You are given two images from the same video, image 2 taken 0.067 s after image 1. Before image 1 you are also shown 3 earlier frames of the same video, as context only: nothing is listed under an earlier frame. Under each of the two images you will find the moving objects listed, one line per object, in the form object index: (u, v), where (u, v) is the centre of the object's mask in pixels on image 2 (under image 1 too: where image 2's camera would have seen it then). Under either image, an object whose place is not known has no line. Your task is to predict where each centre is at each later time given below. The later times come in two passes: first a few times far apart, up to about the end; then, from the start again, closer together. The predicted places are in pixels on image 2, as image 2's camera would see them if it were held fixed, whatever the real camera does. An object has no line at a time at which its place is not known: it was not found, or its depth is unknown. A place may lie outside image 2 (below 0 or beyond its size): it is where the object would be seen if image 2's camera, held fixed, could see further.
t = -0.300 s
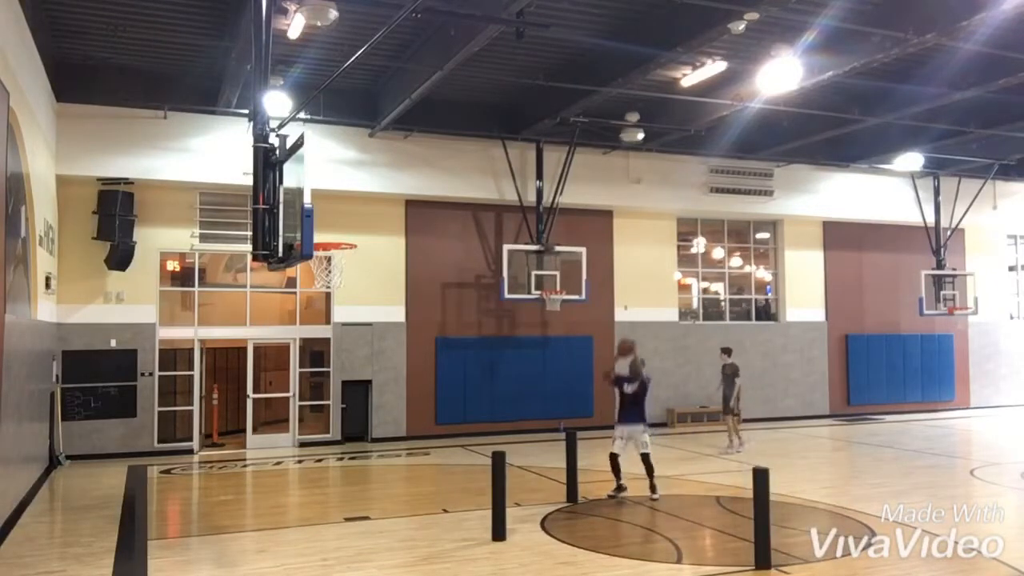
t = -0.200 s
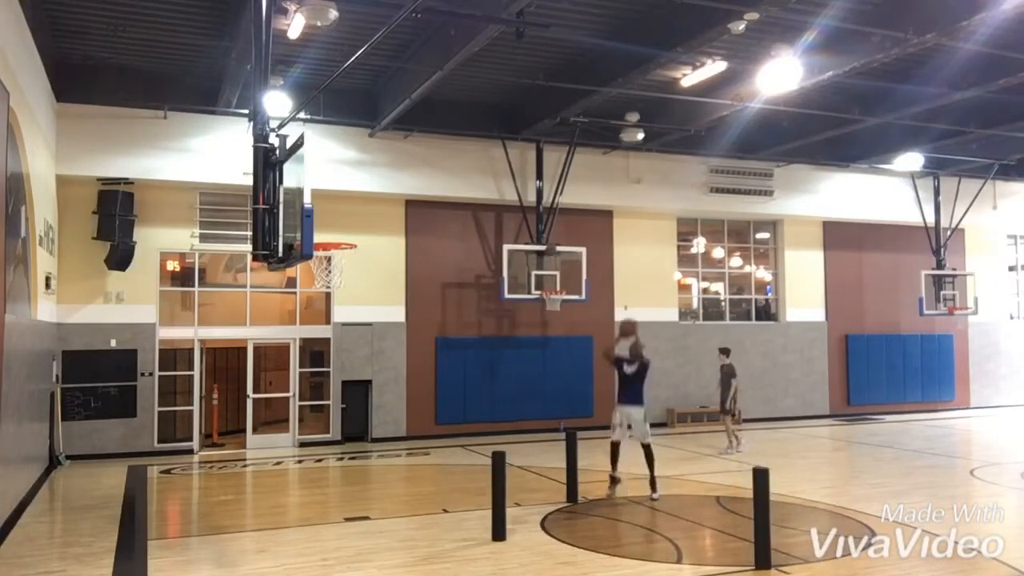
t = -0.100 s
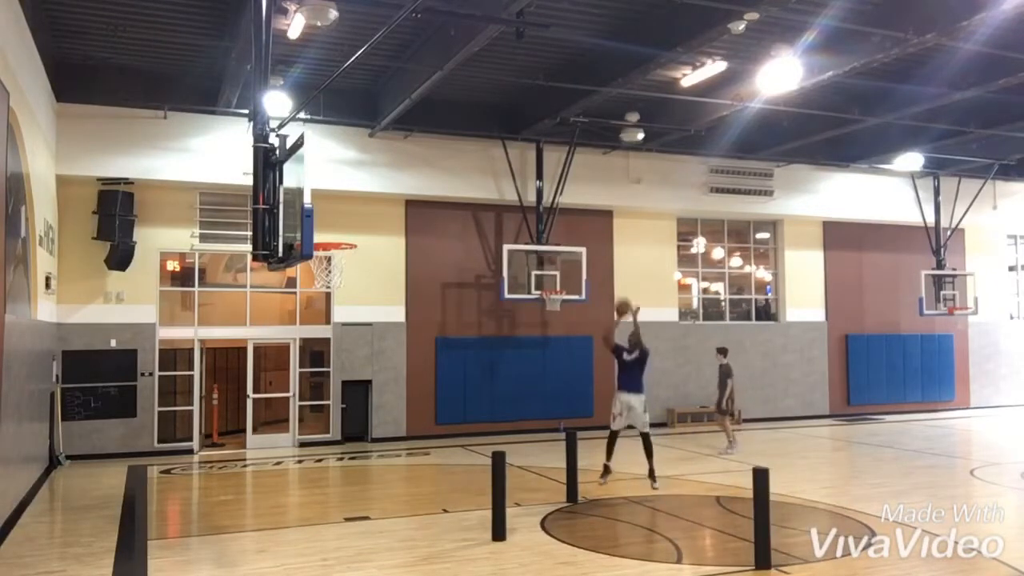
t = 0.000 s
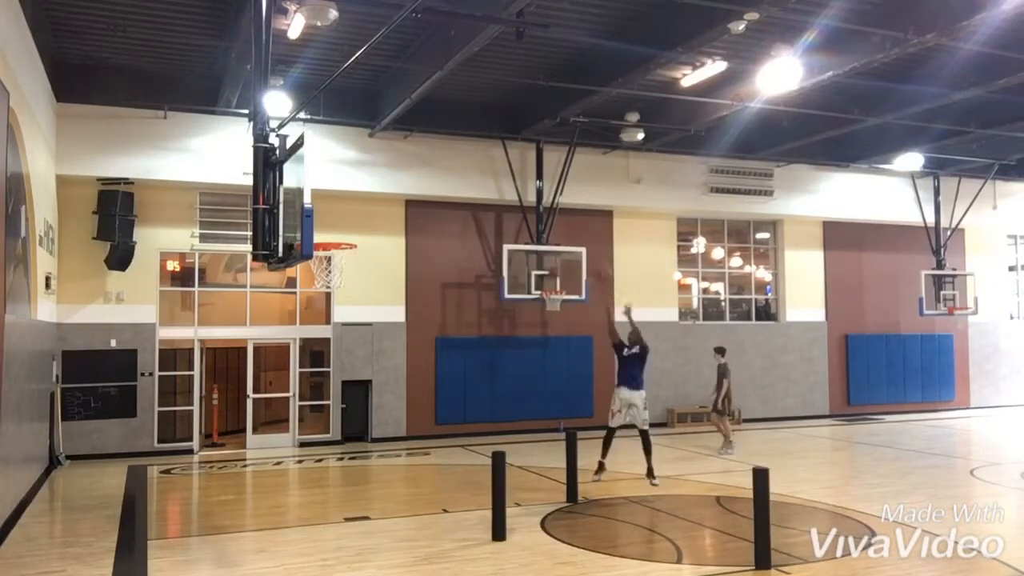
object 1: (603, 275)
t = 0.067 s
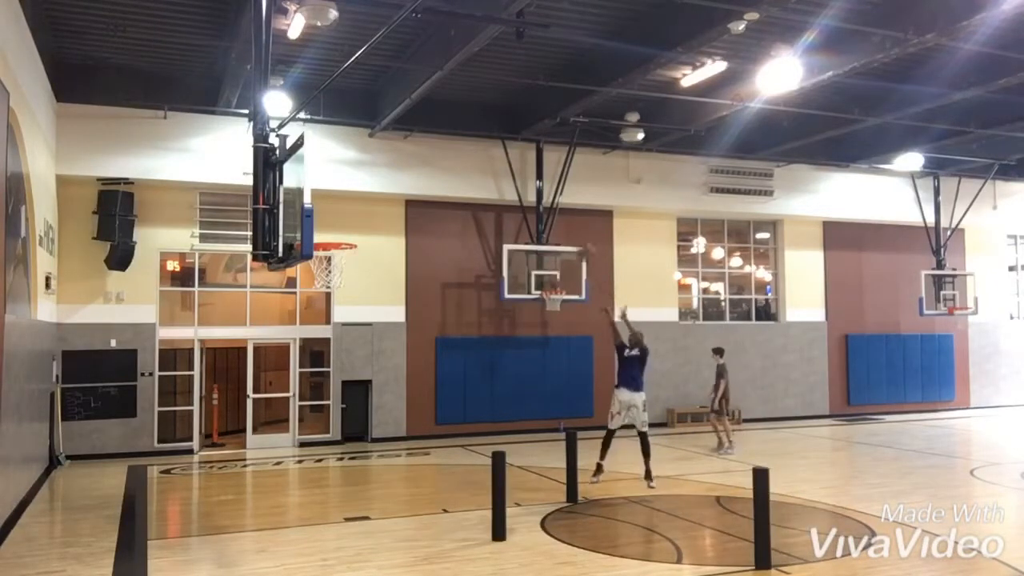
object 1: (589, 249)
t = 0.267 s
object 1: (528, 205)
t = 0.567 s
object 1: (429, 188)
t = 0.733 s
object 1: (368, 215)
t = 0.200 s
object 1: (546, 216)
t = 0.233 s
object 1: (537, 210)
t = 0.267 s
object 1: (528, 205)
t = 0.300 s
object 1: (516, 198)
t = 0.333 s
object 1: (506, 195)
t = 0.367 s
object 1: (497, 191)
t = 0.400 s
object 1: (485, 188)
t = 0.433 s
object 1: (474, 186)
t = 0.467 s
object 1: (464, 185)
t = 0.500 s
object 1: (453, 185)
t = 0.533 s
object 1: (441, 186)
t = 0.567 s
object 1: (429, 188)
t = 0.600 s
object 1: (417, 190)
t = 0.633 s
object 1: (406, 194)
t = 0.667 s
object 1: (394, 200)
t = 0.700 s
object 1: (381, 207)
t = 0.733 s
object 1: (368, 215)
